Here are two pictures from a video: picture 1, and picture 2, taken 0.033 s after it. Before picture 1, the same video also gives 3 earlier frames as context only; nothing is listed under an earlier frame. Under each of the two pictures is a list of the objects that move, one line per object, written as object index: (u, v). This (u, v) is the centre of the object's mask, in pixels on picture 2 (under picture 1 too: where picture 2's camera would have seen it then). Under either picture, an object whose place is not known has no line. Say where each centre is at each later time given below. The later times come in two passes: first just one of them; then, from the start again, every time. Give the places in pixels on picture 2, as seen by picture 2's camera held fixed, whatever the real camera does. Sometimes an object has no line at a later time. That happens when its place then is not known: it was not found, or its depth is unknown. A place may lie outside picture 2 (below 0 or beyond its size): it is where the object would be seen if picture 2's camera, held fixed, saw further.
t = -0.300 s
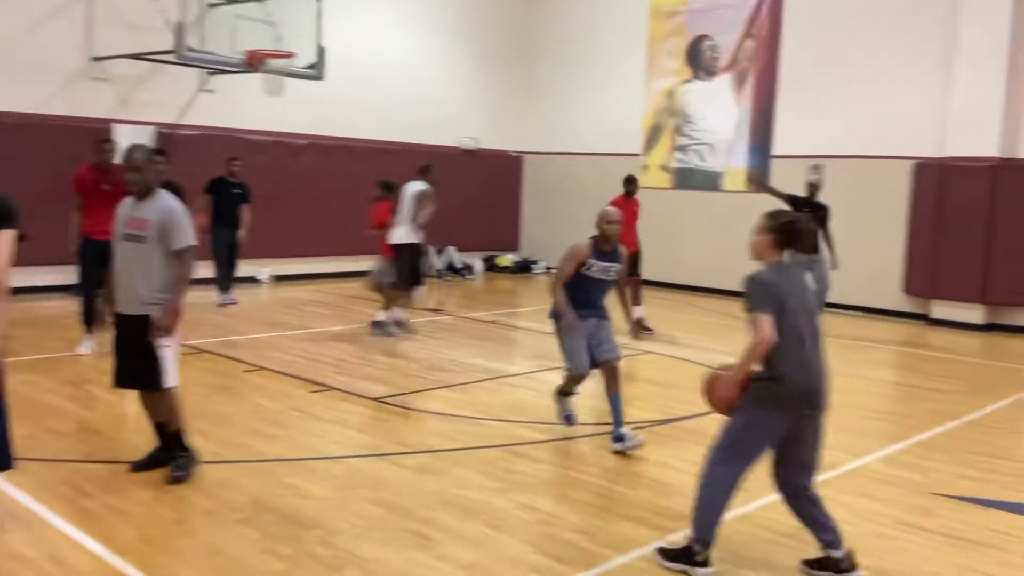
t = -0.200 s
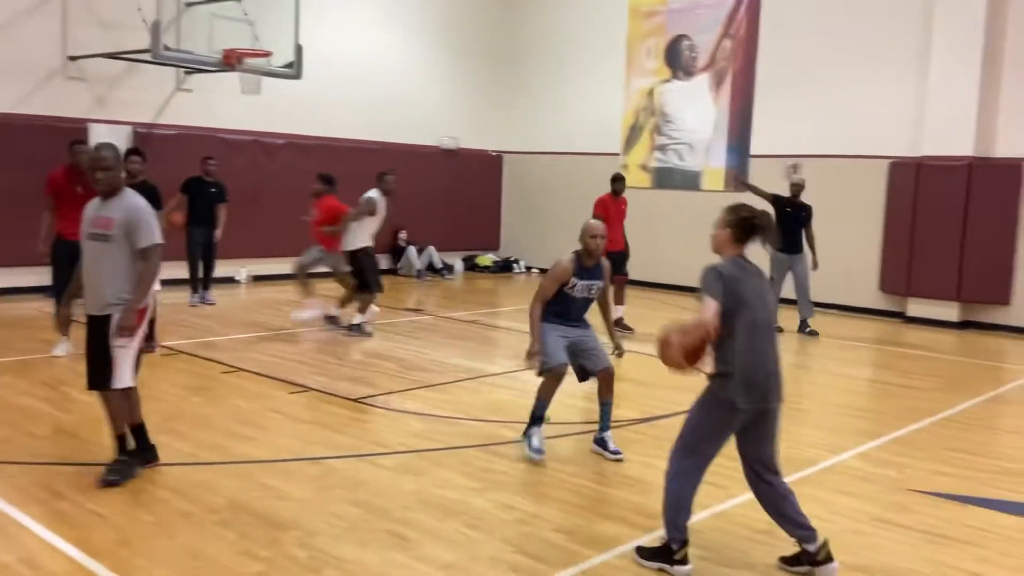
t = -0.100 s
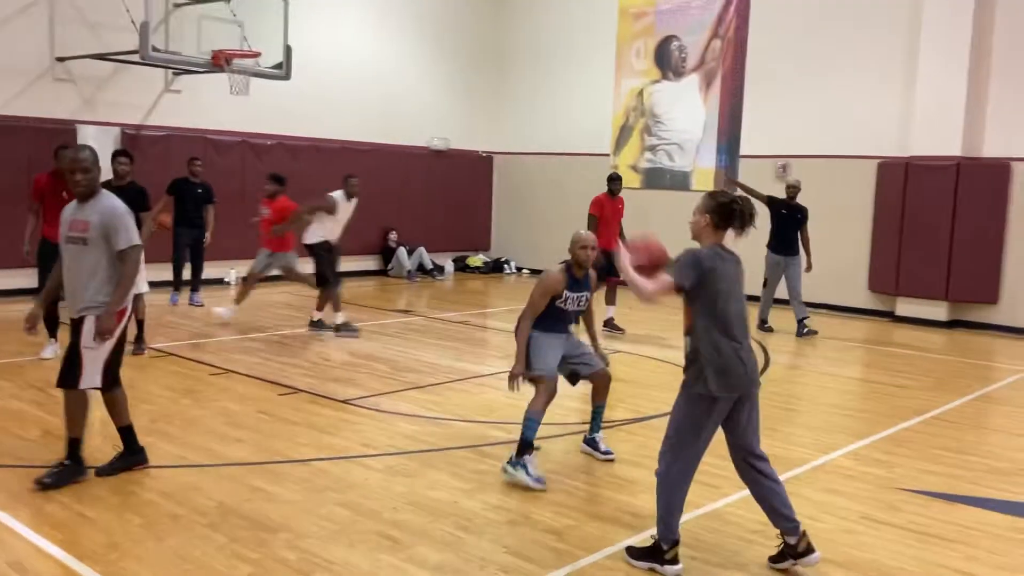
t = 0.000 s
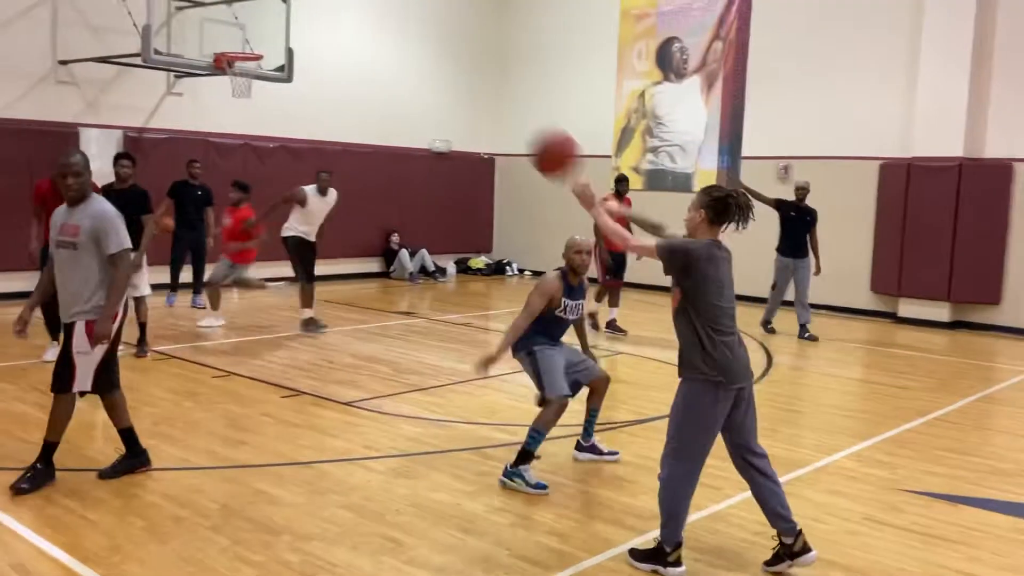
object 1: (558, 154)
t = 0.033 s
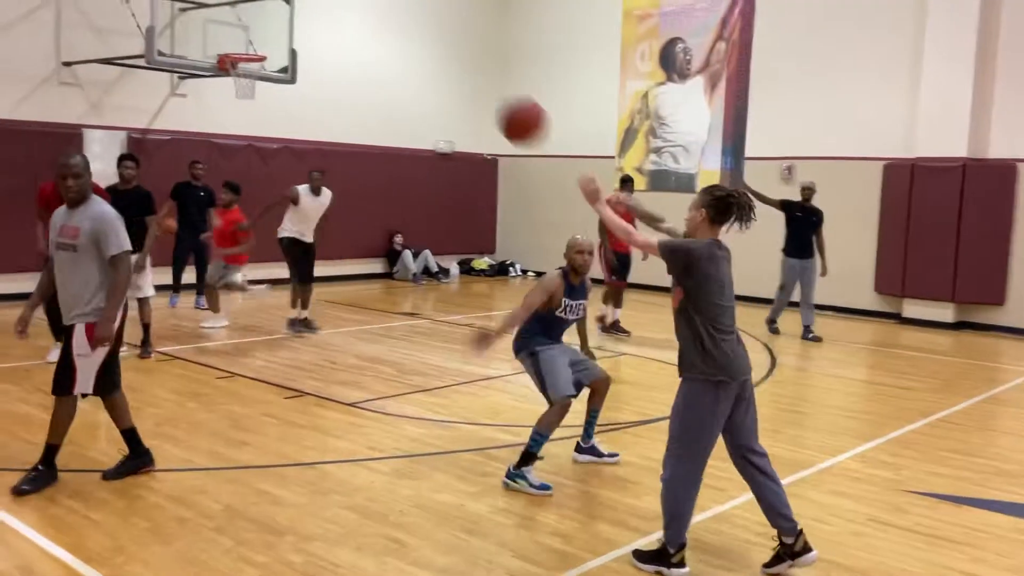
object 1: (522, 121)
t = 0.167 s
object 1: (391, 16)
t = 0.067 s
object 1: (488, 90)
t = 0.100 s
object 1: (455, 63)
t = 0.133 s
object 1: (422, 37)
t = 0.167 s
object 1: (391, 16)
